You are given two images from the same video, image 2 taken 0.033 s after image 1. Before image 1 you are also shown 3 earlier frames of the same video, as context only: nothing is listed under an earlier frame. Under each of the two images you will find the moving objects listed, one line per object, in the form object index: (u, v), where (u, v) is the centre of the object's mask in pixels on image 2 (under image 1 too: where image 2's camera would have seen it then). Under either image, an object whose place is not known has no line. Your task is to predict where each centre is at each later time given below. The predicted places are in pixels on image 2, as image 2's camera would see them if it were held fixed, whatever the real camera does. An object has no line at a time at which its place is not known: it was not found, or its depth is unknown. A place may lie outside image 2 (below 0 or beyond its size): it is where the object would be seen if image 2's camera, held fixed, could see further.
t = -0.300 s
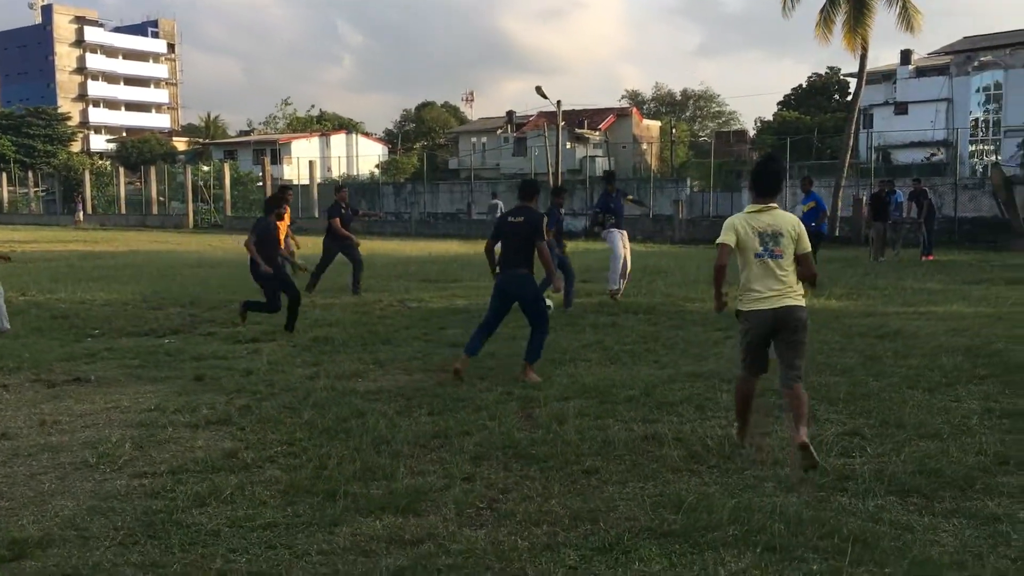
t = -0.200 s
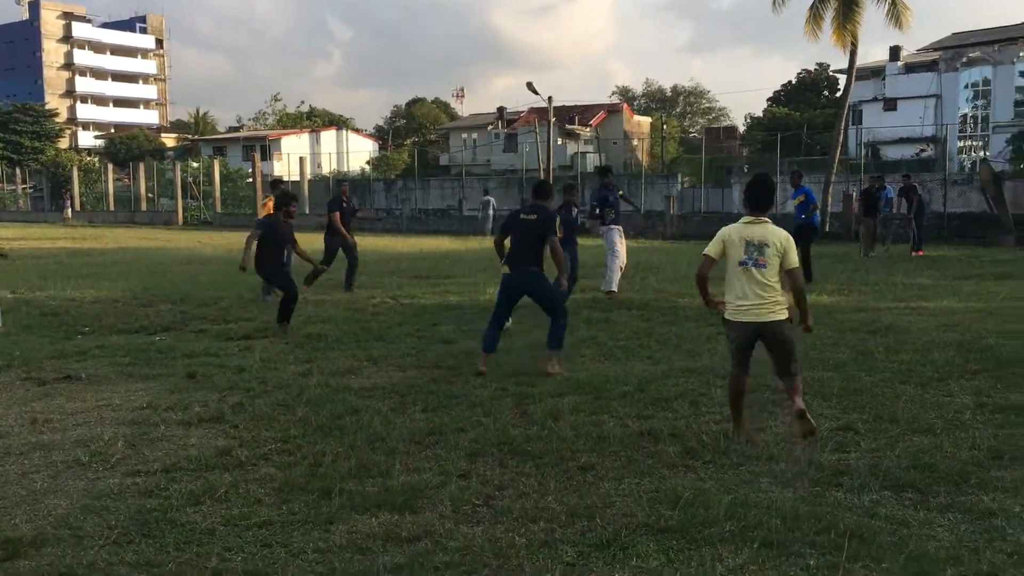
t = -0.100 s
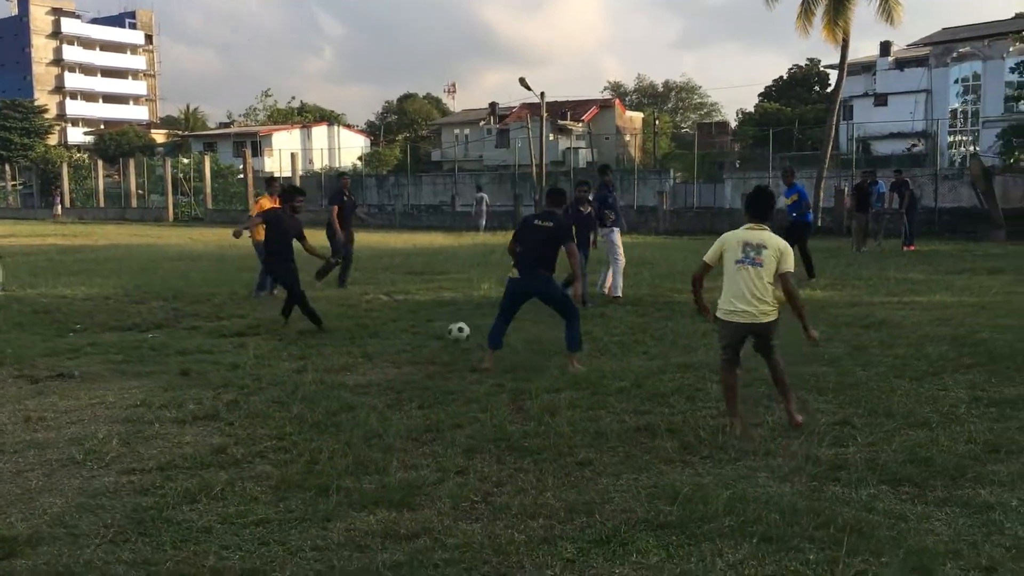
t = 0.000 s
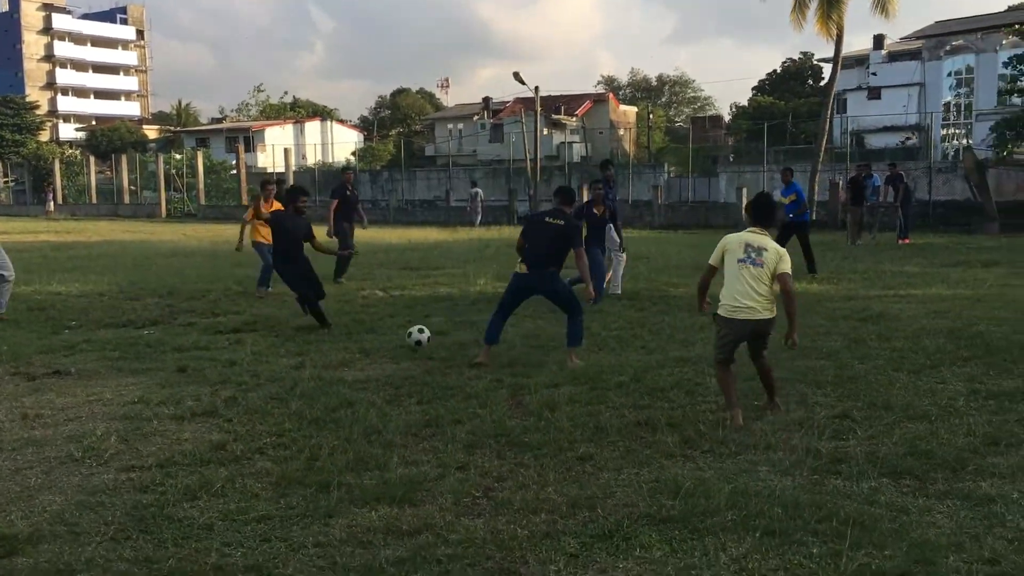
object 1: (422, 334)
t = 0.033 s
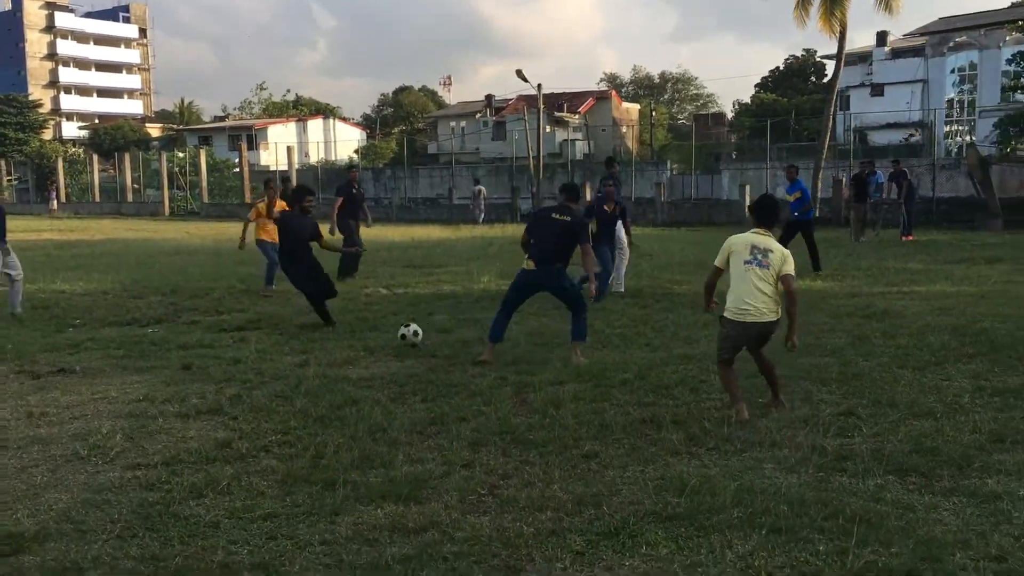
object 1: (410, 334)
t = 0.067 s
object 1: (398, 336)
